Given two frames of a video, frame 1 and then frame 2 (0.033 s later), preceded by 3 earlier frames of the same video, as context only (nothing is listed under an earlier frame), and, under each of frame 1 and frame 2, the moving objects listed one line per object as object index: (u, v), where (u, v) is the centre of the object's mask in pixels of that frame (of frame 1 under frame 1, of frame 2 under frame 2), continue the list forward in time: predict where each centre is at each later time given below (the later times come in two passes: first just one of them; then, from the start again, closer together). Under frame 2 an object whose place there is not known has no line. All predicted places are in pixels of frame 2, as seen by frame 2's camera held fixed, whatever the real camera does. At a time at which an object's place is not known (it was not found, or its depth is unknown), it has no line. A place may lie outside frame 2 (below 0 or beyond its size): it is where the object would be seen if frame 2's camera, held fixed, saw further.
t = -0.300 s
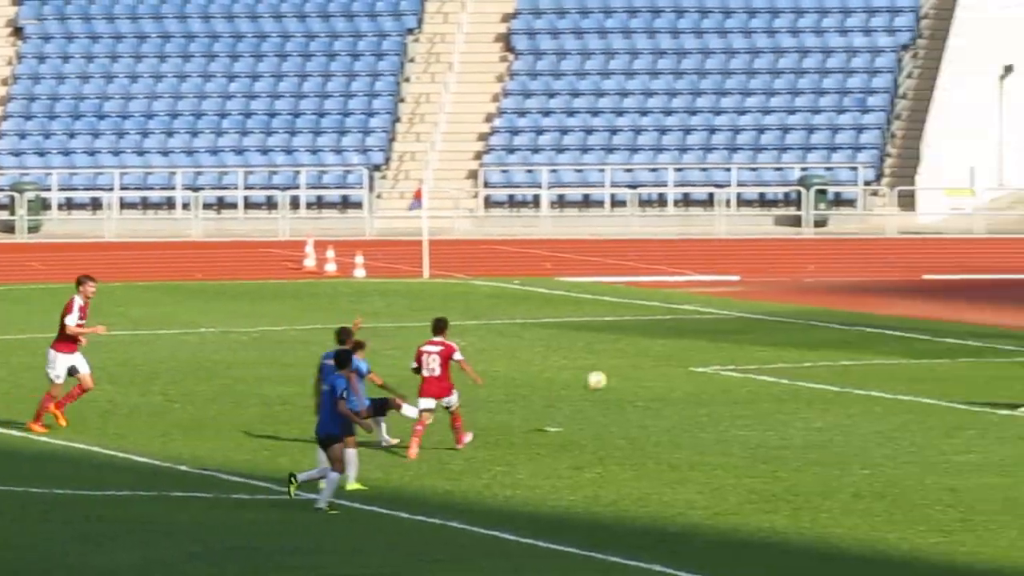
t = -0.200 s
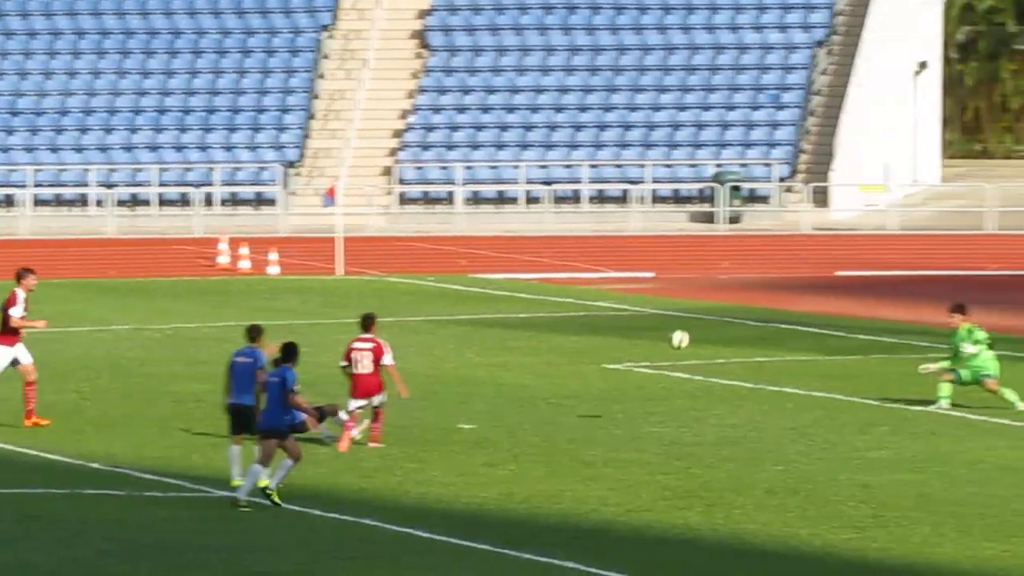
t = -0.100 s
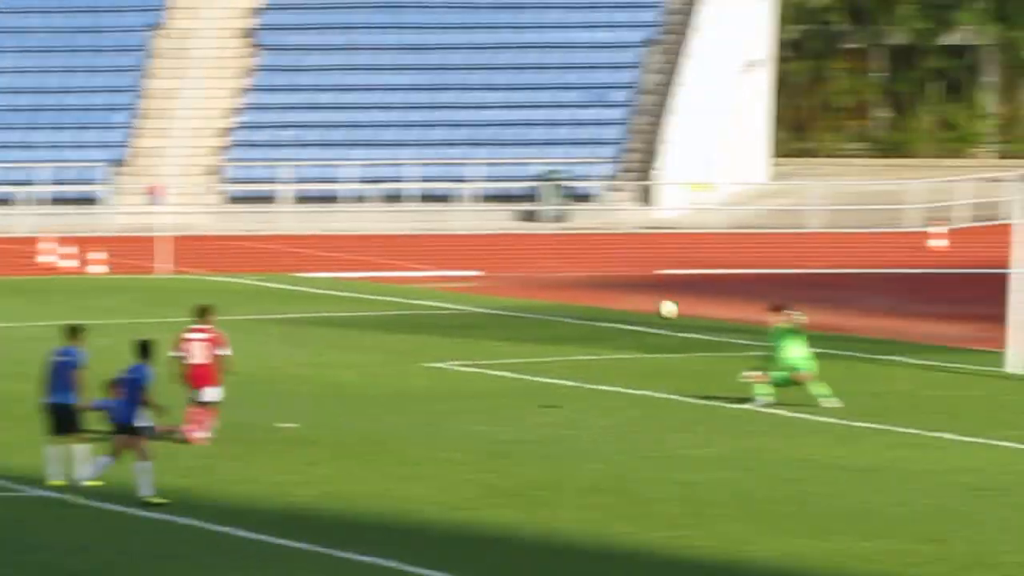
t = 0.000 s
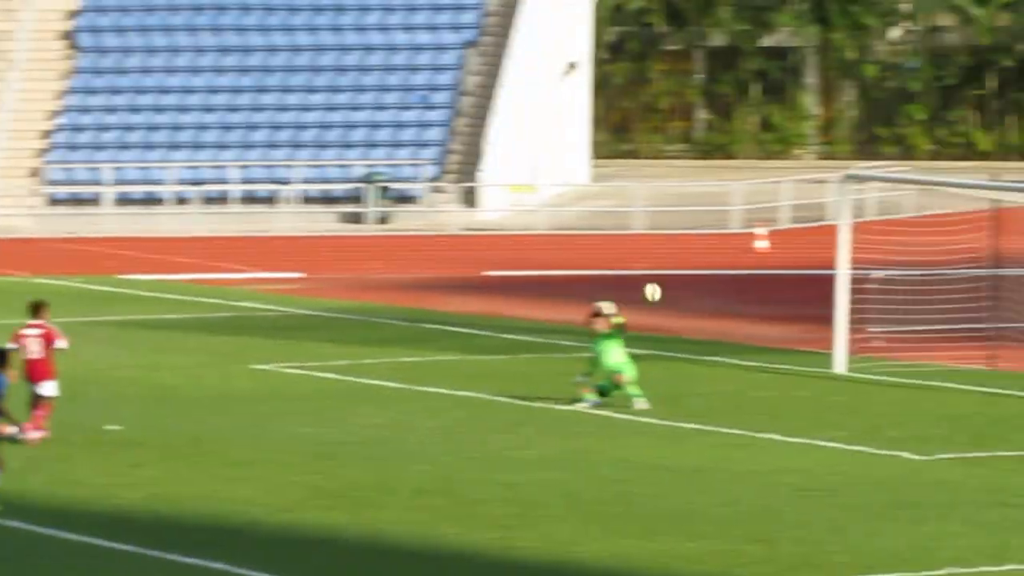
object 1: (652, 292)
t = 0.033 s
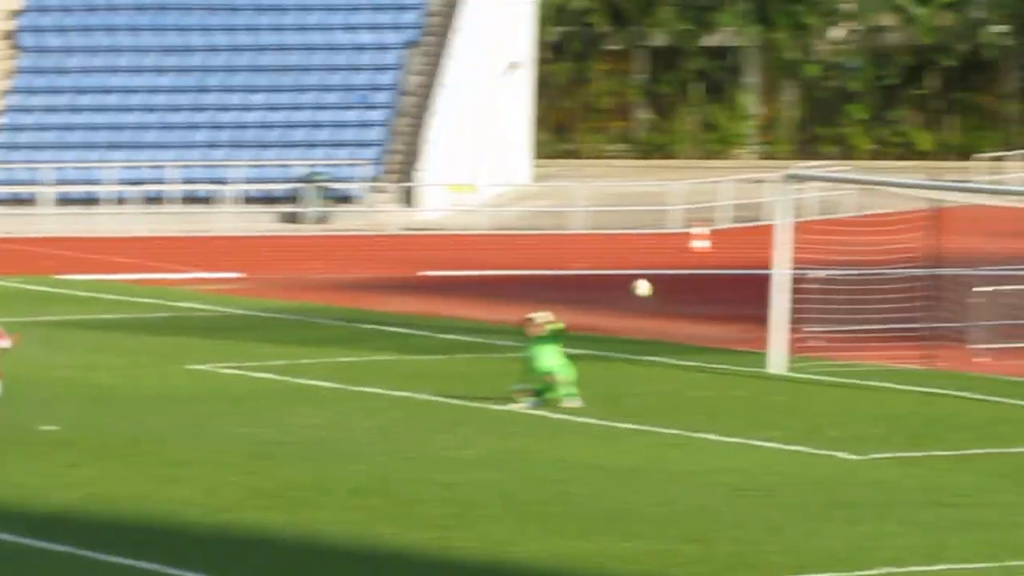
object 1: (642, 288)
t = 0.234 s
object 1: (948, 283)
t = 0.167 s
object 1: (845, 282)
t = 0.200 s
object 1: (897, 281)
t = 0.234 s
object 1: (948, 283)
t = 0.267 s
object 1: (997, 284)
